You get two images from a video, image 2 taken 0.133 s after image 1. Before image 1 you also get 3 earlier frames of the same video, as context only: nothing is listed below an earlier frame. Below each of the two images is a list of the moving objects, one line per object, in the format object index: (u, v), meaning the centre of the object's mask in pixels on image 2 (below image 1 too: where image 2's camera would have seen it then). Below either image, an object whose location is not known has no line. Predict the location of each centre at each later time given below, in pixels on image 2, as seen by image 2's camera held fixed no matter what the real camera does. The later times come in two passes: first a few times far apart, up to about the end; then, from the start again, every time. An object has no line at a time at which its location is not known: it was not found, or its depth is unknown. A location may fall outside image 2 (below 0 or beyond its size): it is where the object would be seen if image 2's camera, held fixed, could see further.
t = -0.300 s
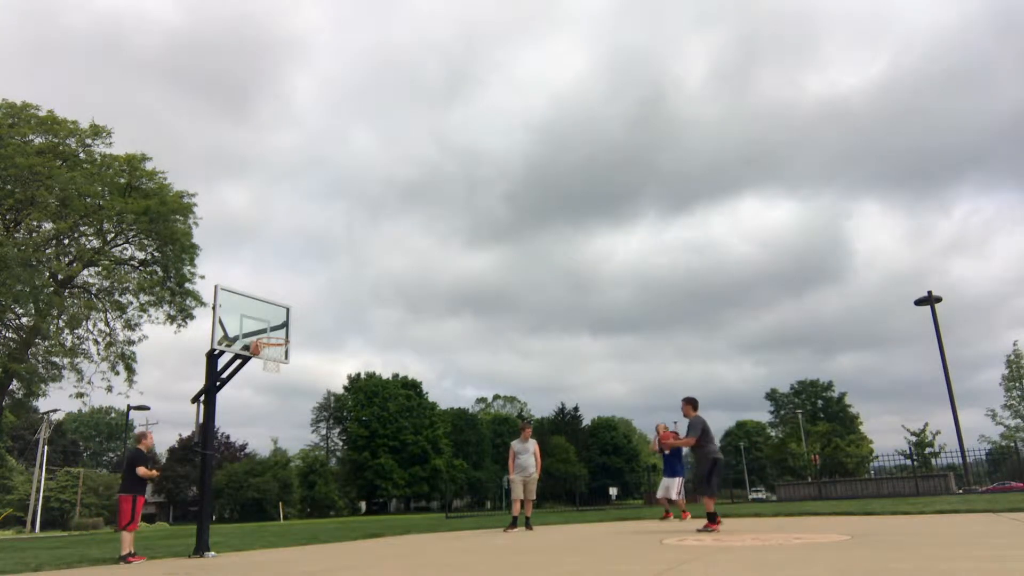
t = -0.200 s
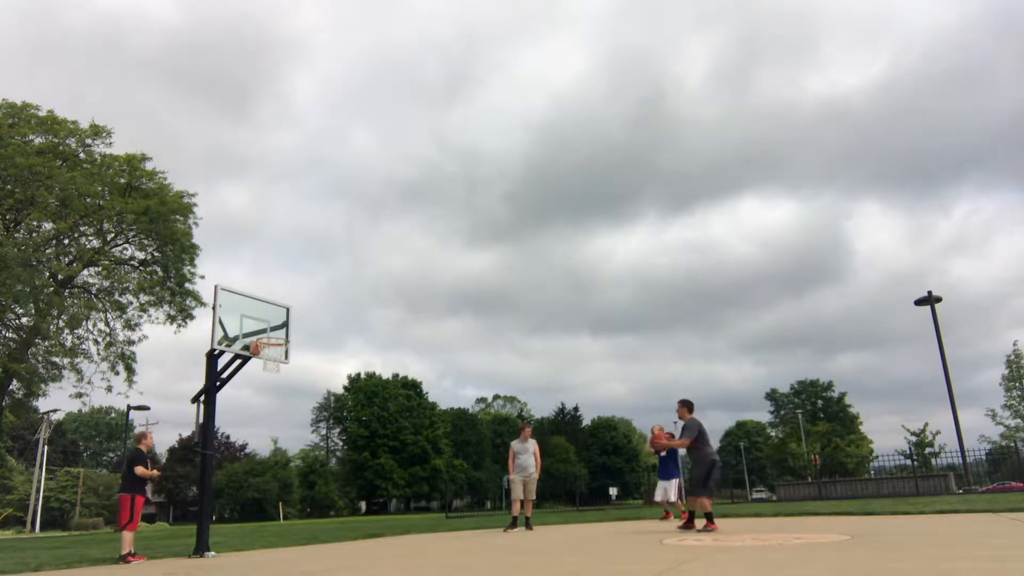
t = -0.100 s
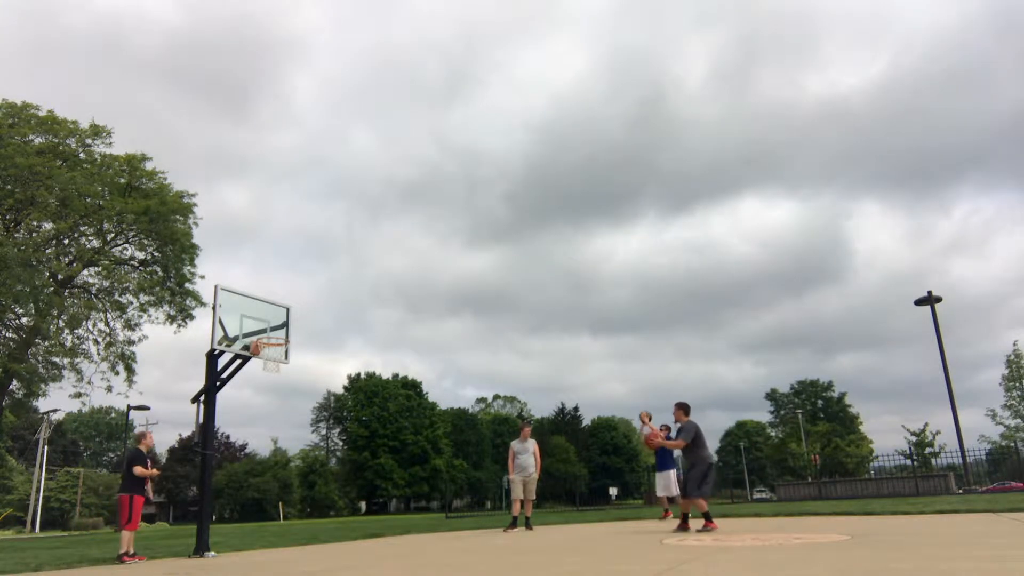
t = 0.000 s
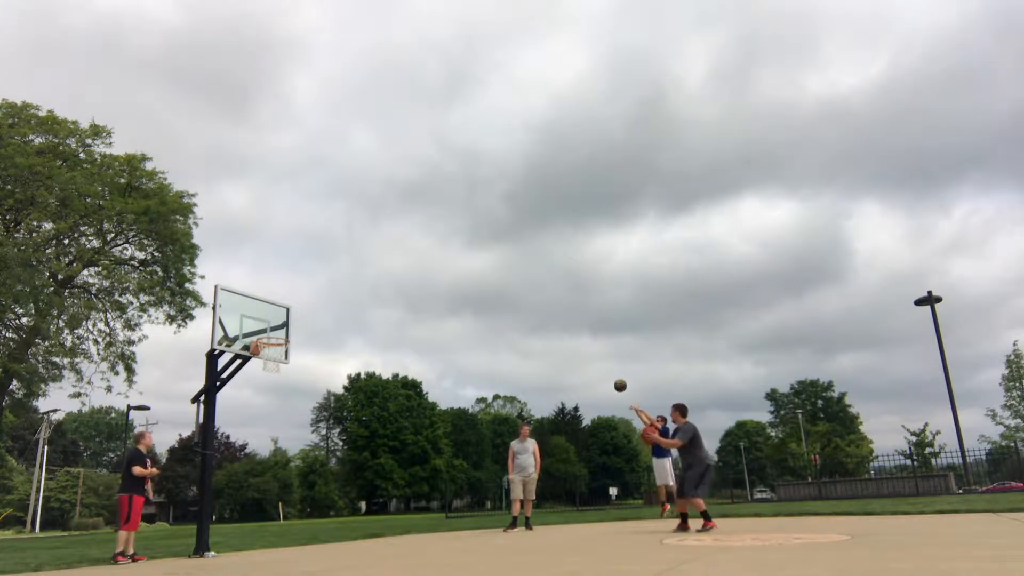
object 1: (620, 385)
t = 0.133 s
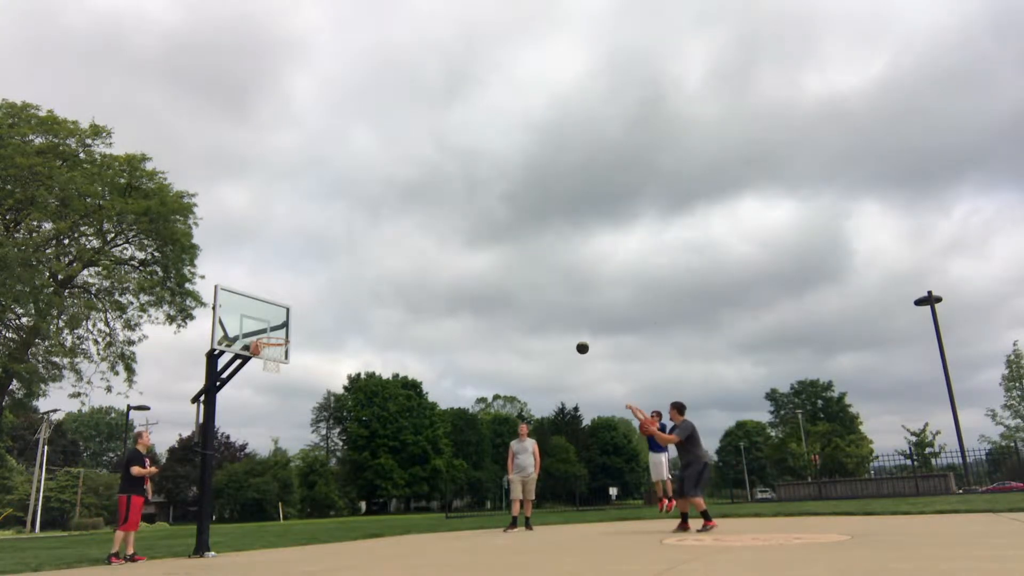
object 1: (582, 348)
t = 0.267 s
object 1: (544, 318)
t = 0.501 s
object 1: (476, 287)
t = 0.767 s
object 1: (392, 286)
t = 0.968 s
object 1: (322, 313)
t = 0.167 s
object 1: (573, 339)
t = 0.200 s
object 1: (563, 332)
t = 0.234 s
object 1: (554, 325)
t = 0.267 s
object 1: (544, 318)
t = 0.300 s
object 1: (533, 311)
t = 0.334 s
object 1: (525, 307)
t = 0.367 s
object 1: (515, 302)
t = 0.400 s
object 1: (506, 297)
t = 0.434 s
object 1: (496, 293)
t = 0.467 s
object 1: (486, 290)
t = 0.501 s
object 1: (476, 287)
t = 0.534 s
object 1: (466, 285)
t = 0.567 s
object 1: (456, 283)
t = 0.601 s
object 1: (446, 283)
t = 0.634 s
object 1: (435, 282)
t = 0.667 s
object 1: (425, 282)
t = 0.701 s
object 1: (414, 283)
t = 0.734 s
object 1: (403, 284)
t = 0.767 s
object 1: (392, 286)
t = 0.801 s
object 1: (381, 289)
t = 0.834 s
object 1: (370, 292)
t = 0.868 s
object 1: (358, 297)
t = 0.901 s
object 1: (347, 301)
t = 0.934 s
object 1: (335, 307)
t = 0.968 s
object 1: (322, 313)
